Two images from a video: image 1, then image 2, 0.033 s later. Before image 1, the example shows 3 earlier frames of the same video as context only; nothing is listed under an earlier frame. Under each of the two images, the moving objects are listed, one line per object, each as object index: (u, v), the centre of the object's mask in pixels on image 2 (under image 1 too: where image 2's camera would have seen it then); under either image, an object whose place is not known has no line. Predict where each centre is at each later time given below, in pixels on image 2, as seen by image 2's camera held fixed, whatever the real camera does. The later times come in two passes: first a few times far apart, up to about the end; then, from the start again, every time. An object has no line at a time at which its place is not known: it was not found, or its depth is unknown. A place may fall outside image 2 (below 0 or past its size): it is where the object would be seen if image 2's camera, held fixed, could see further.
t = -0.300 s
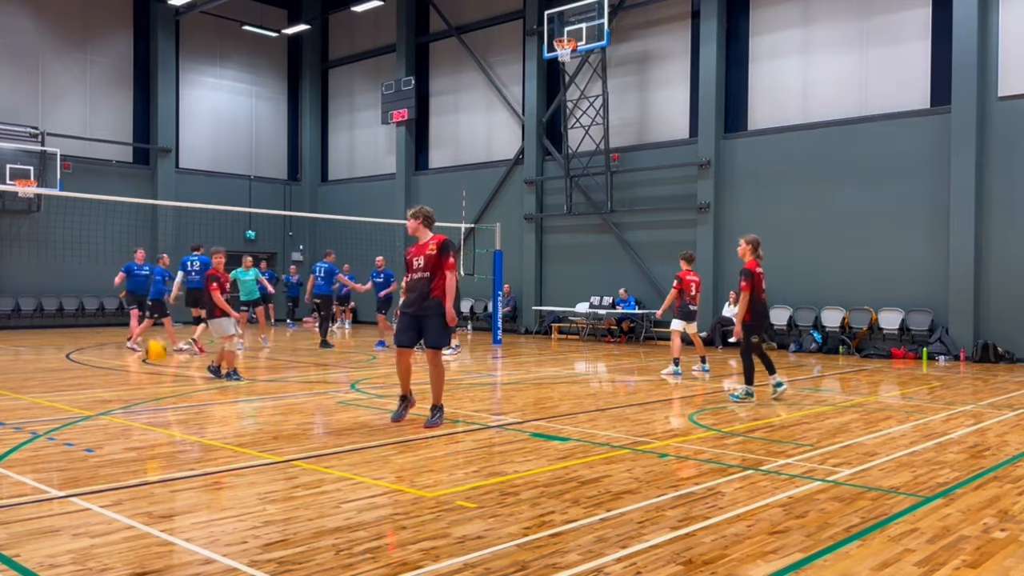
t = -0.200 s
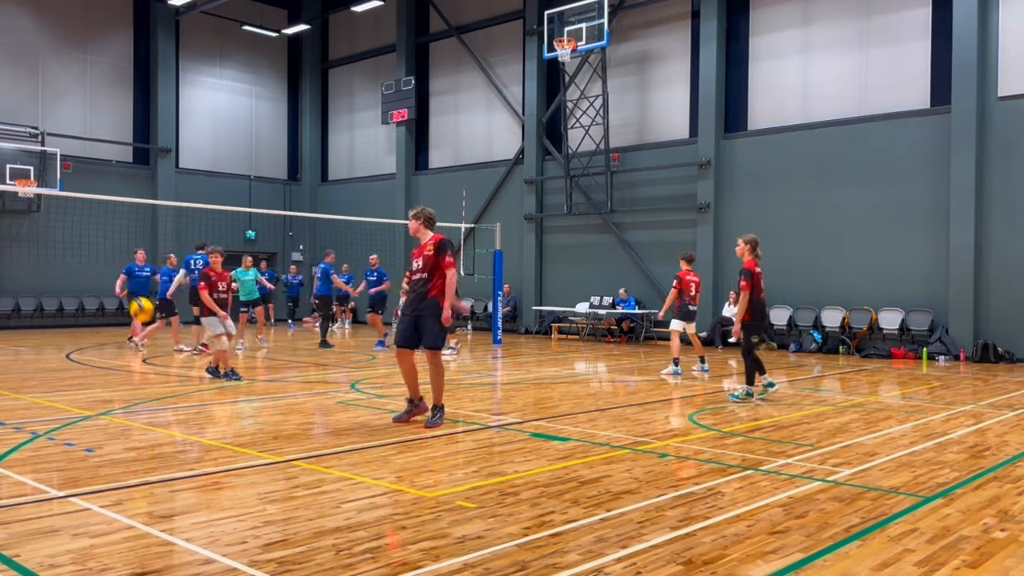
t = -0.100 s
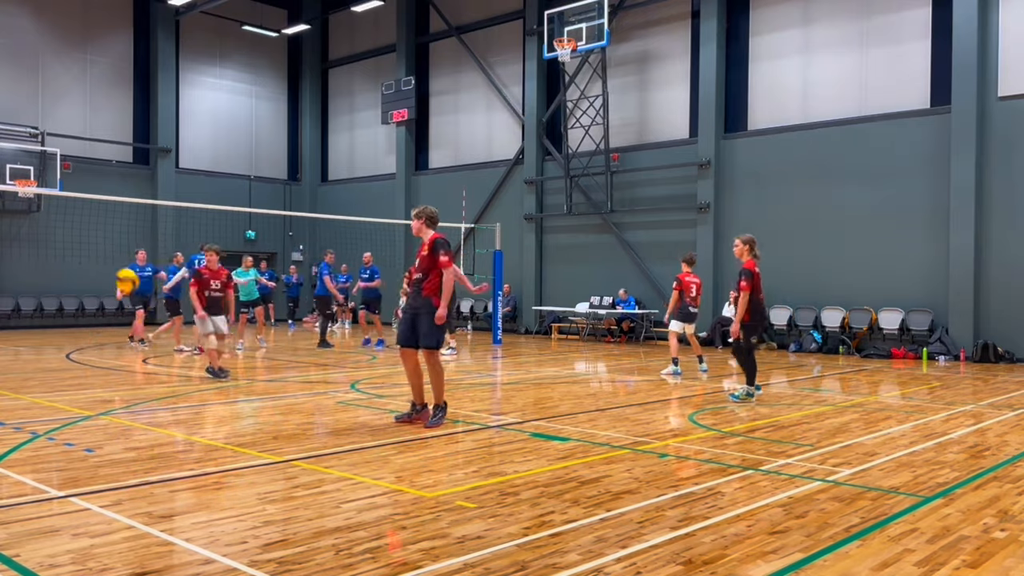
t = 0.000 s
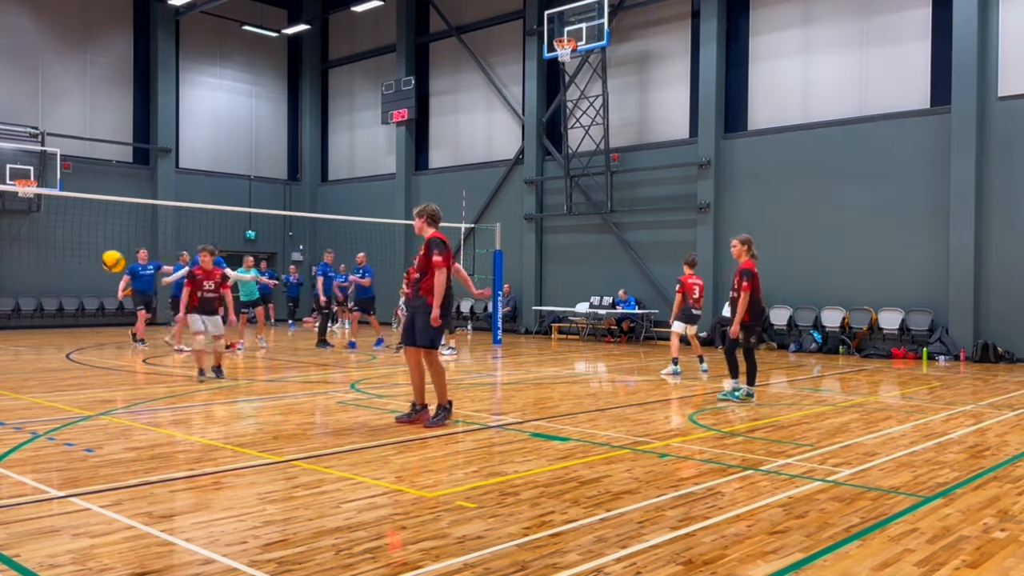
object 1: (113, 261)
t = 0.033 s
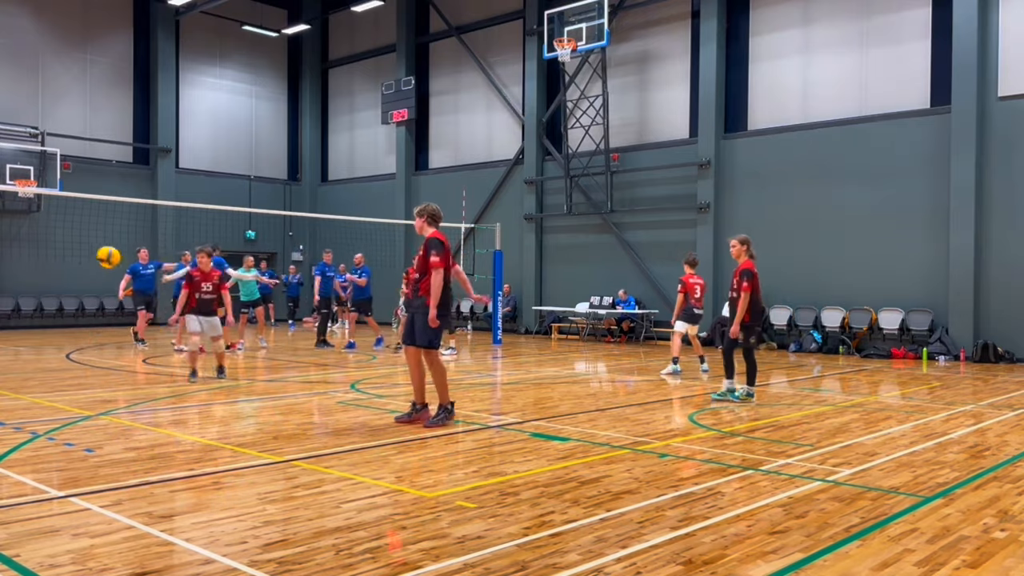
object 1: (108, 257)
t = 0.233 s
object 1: (81, 255)
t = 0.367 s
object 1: (63, 274)
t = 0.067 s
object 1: (104, 254)
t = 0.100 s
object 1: (99, 252)
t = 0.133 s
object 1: (94, 251)
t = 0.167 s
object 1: (90, 251)
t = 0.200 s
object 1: (85, 252)
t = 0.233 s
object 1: (81, 255)
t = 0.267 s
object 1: (76, 258)
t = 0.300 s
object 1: (72, 262)
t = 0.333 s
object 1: (67, 268)
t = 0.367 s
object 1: (63, 274)
